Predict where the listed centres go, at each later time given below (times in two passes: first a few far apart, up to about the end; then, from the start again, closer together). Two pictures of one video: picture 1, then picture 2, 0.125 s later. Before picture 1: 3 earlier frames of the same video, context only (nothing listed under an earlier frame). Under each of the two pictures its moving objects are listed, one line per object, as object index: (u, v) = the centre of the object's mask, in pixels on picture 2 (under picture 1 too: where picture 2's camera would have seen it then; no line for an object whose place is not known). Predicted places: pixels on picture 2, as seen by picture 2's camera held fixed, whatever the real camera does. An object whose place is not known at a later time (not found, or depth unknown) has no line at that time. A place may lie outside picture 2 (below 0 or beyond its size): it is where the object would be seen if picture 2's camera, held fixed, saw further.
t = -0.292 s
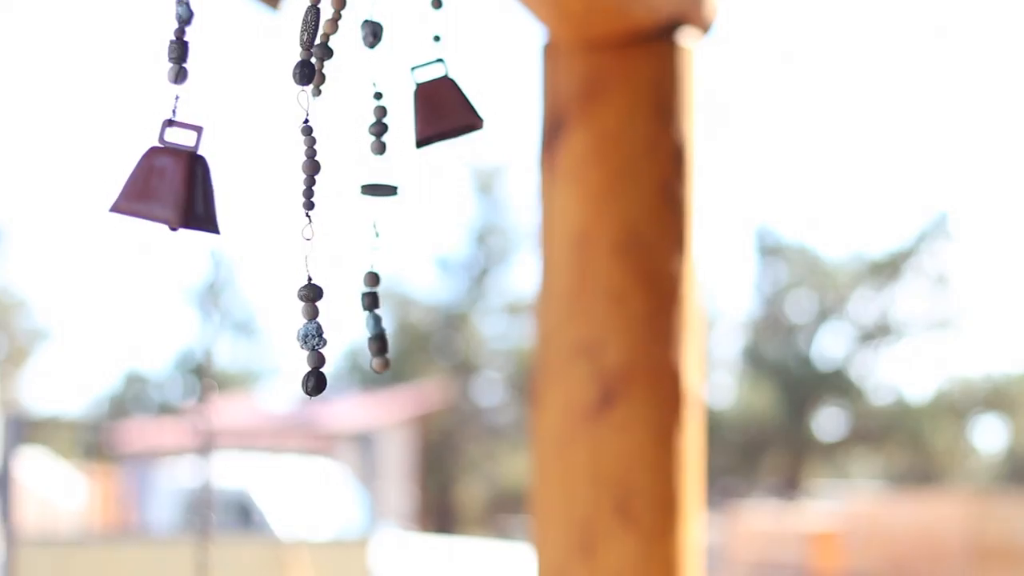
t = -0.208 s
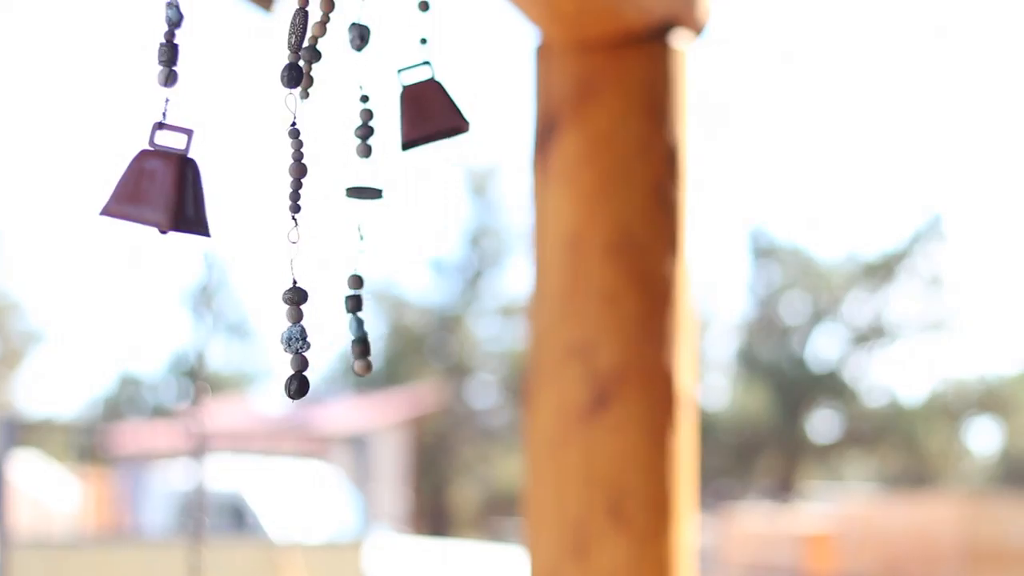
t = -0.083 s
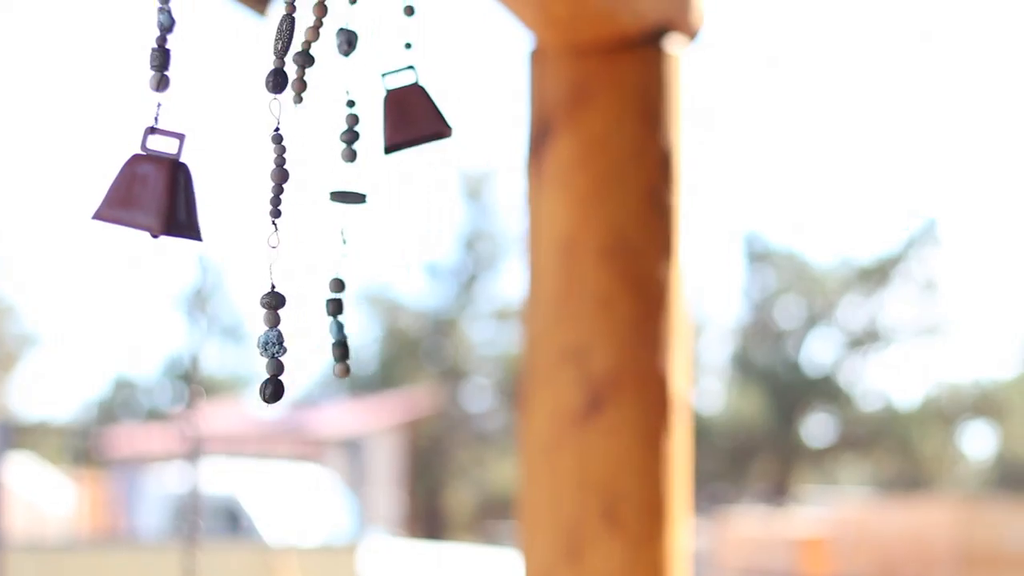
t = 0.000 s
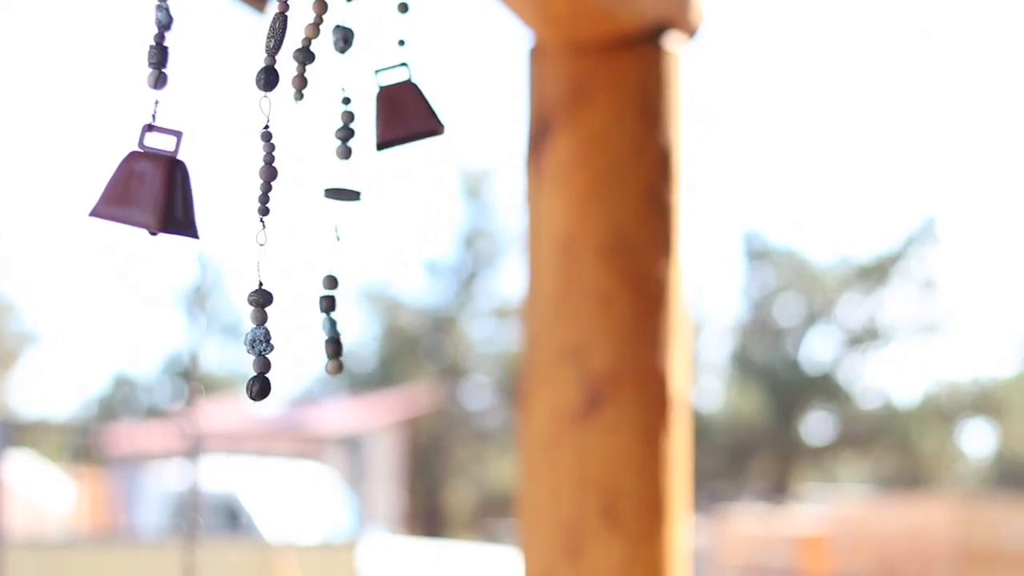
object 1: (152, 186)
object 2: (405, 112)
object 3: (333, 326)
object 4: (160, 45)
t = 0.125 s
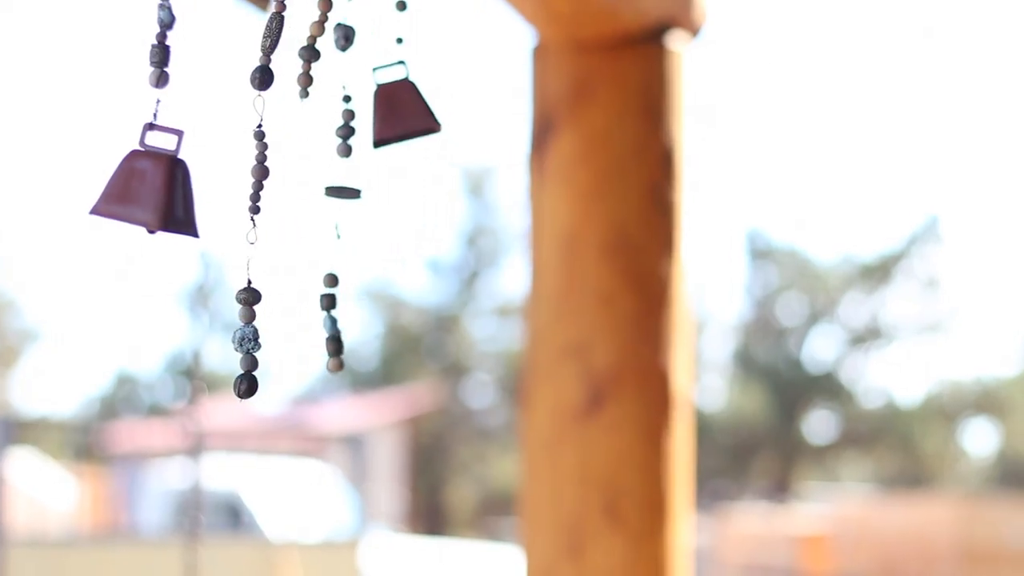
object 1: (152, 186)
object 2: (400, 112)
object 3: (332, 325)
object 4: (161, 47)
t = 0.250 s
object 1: (152, 186)
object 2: (402, 111)
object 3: (338, 324)
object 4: (162, 47)
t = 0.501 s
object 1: (160, 185)
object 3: (364, 326)
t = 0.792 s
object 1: (163, 184)
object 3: (367, 327)
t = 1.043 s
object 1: (153, 183)
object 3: (349, 327)
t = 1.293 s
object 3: (347, 326)
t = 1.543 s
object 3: (353, 326)
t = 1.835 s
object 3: (358, 327)
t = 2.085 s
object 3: (365, 331)
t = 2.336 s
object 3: (362, 331)
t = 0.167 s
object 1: (152, 186)
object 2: (400, 111)
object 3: (333, 325)
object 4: (161, 47)
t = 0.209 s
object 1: (152, 186)
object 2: (400, 111)
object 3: (335, 324)
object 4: (162, 47)
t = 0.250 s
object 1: (152, 186)
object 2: (402, 111)
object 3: (338, 324)
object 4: (162, 47)
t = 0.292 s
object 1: (152, 186)
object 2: (403, 111)
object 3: (341, 324)
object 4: (162, 46)
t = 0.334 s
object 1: (153, 186)
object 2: (405, 111)
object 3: (345, 324)
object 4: (162, 45)
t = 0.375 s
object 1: (153, 186)
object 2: (408, 110)
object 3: (348, 325)
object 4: (162, 43)
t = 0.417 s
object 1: (155, 186)
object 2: (412, 110)
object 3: (354, 325)
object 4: (165, 42)
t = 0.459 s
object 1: (158, 186)
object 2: (417, 110)
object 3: (359, 326)
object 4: (167, 41)
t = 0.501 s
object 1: (160, 185)
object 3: (364, 326)
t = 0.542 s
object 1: (161, 185)
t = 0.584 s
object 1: (163, 185)
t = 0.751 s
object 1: (164, 184)
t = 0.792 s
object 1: (163, 184)
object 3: (367, 327)
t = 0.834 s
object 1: (162, 184)
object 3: (364, 328)
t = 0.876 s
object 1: (160, 184)
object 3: (361, 328)
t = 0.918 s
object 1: (158, 184)
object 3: (357, 328)
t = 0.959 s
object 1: (156, 185)
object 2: (431, 110)
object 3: (354, 328)
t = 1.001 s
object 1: (154, 183)
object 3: (351, 327)
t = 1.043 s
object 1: (153, 183)
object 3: (349, 327)
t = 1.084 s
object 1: (153, 184)
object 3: (347, 326)
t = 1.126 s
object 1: (151, 184)
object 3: (346, 327)
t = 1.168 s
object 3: (345, 326)
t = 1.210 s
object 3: (345, 326)
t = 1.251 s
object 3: (347, 326)
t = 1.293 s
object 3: (347, 326)
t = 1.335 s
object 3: (349, 326)
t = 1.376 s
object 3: (350, 326)
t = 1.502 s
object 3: (352, 326)
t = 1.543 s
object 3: (353, 326)
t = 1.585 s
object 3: (353, 326)
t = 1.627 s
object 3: (353, 326)
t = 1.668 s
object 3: (354, 326)
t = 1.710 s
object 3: (355, 326)
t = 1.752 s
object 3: (356, 327)
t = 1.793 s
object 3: (357, 327)
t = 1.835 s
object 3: (358, 327)
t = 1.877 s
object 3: (359, 329)
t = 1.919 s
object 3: (360, 330)
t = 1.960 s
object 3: (362, 330)
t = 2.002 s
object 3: (363, 330)
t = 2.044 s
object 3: (365, 331)
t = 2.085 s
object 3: (365, 331)
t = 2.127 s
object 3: (367, 332)
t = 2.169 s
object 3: (367, 331)
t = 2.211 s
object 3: (366, 331)
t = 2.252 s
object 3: (366, 331)
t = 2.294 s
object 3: (364, 331)
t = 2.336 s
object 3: (362, 331)
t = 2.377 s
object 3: (359, 331)
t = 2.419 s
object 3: (356, 331)
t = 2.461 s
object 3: (353, 330)
